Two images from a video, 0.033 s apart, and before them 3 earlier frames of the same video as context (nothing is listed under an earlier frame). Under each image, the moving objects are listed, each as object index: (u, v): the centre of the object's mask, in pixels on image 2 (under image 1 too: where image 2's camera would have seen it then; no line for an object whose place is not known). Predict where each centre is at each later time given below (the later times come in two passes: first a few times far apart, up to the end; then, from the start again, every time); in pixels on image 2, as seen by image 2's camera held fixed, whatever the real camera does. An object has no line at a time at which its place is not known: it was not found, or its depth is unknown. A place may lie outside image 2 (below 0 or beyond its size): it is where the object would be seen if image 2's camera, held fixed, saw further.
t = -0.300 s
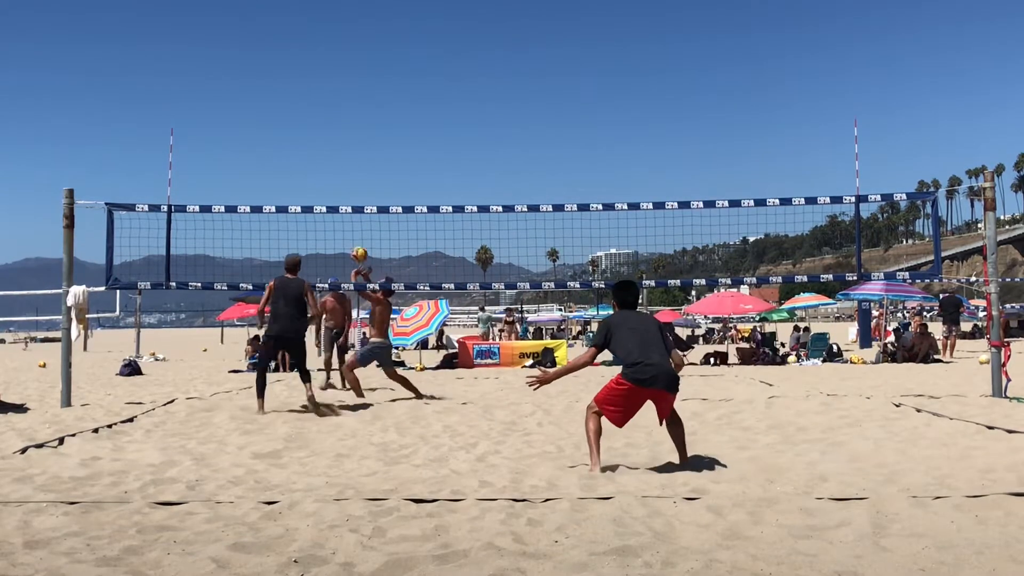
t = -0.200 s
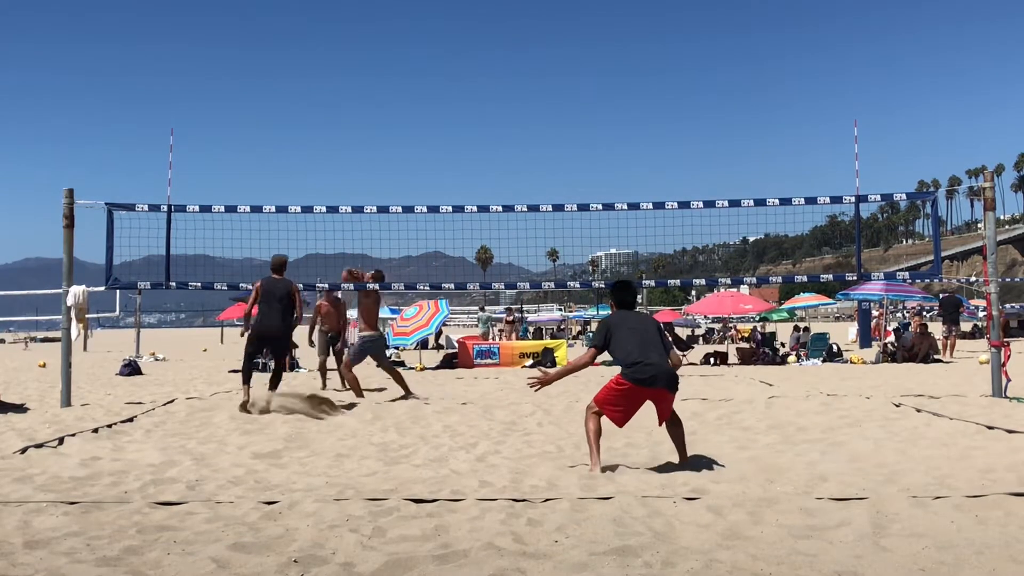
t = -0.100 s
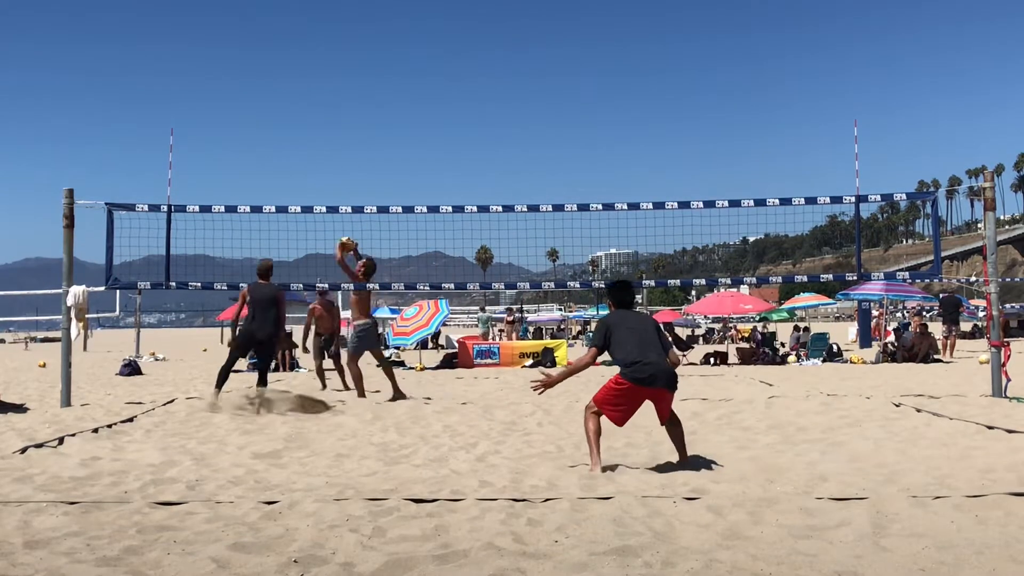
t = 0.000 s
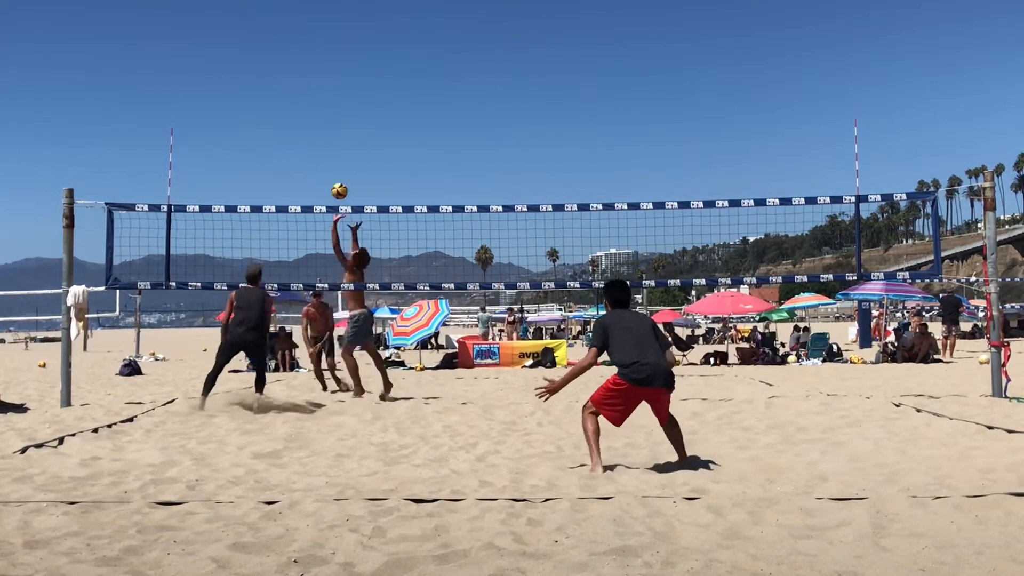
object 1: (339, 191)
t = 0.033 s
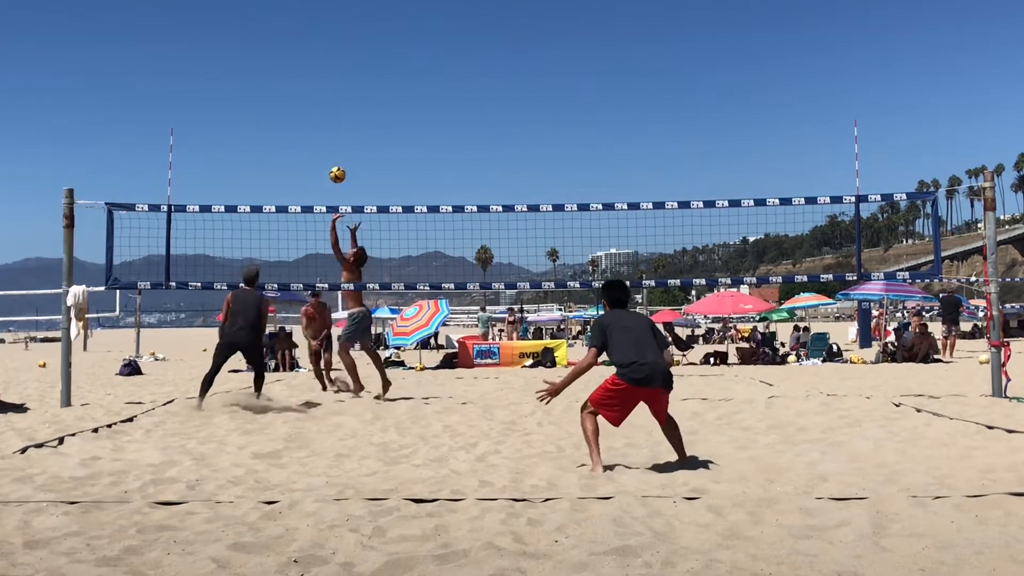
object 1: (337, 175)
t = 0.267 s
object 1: (322, 84)
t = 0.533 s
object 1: (306, 30)
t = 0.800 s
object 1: (292, 29)
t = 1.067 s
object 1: (280, 81)
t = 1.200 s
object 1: (275, 128)
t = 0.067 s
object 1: (335, 159)
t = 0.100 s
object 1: (333, 145)
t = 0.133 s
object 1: (331, 131)
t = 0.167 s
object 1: (329, 118)
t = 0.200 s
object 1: (326, 106)
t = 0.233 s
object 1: (324, 94)
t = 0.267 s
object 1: (322, 84)
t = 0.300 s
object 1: (320, 75)
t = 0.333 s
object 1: (318, 66)
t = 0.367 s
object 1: (316, 58)
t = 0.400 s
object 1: (314, 50)
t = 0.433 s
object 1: (312, 44)
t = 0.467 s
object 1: (310, 39)
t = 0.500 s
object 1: (308, 33)
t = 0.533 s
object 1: (306, 30)
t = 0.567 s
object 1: (304, 26)
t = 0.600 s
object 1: (302, 24)
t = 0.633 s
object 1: (300, 23)
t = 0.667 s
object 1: (299, 23)
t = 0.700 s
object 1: (297, 23)
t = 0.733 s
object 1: (295, 24)
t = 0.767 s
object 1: (293, 26)
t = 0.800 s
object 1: (292, 29)
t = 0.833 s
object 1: (290, 32)
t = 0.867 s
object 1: (288, 37)
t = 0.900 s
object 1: (287, 42)
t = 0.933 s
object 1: (285, 48)
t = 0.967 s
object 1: (284, 55)
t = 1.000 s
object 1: (282, 63)
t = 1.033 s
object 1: (281, 72)
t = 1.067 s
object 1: (280, 81)
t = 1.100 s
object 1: (279, 92)
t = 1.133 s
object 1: (277, 103)
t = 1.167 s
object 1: (276, 115)
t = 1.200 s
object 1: (275, 128)
